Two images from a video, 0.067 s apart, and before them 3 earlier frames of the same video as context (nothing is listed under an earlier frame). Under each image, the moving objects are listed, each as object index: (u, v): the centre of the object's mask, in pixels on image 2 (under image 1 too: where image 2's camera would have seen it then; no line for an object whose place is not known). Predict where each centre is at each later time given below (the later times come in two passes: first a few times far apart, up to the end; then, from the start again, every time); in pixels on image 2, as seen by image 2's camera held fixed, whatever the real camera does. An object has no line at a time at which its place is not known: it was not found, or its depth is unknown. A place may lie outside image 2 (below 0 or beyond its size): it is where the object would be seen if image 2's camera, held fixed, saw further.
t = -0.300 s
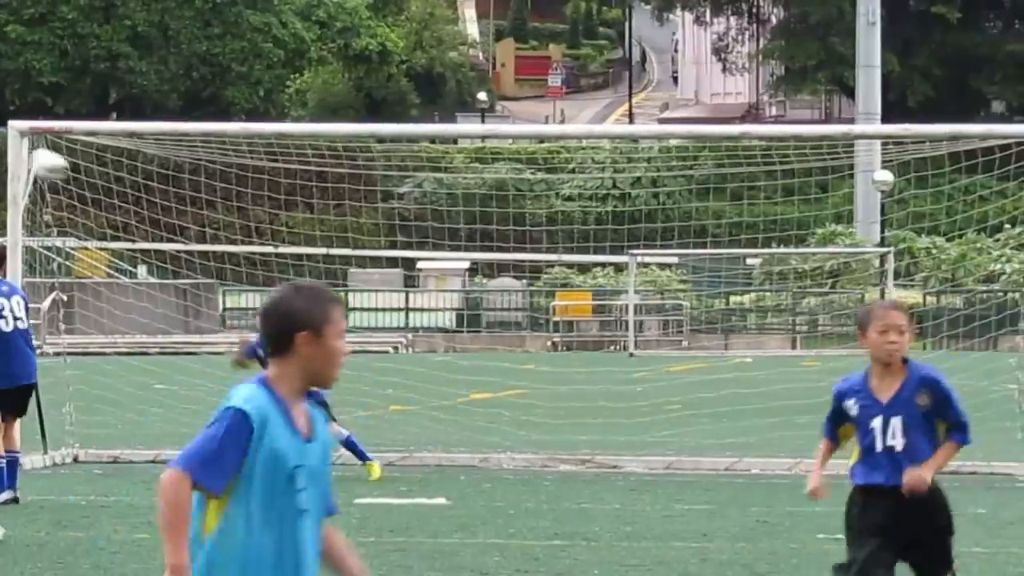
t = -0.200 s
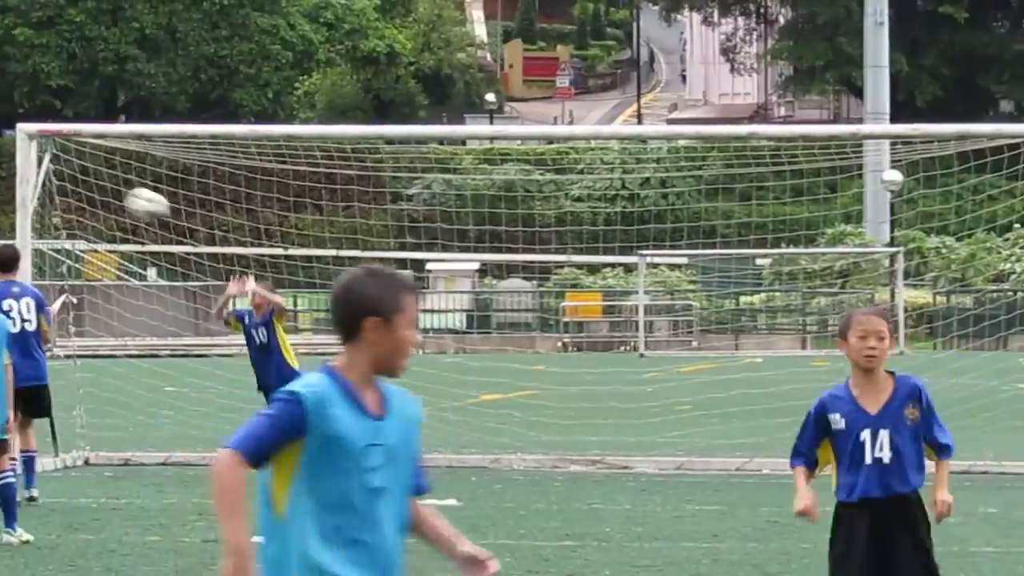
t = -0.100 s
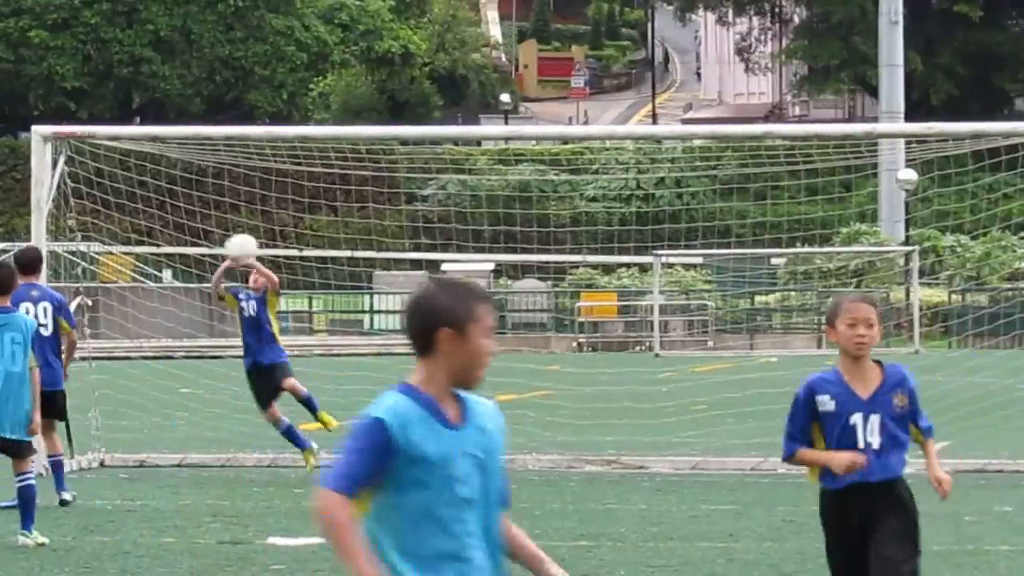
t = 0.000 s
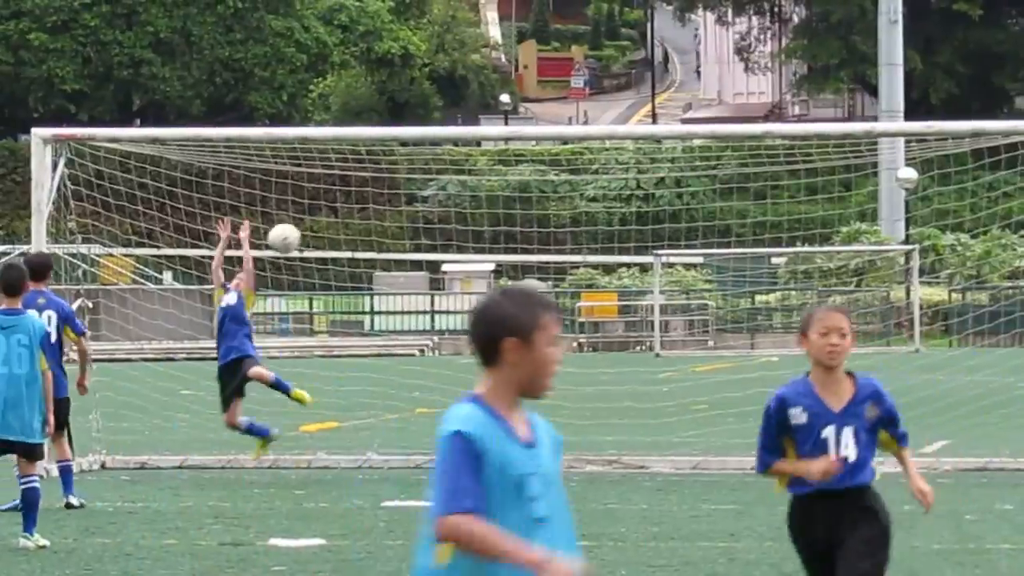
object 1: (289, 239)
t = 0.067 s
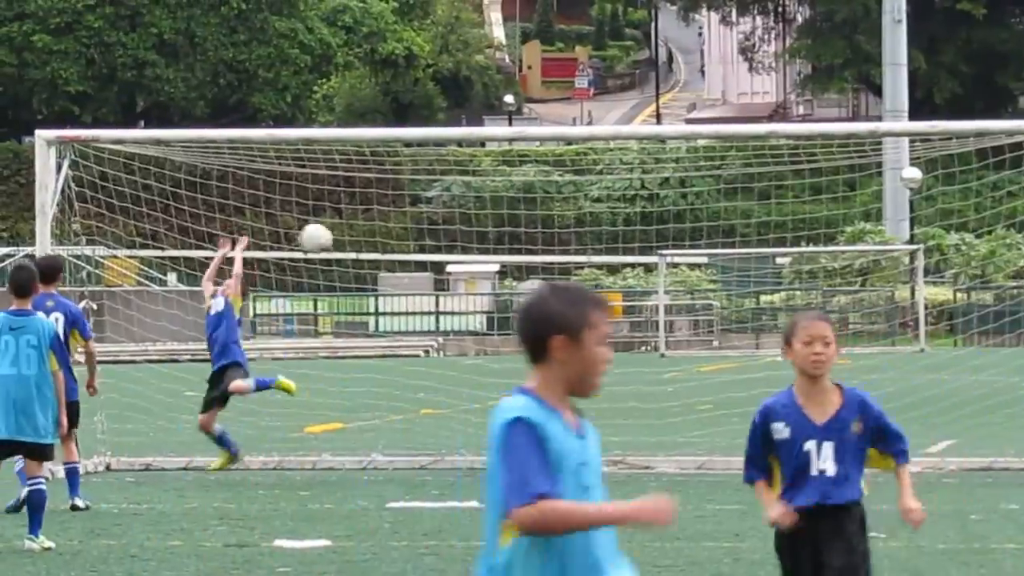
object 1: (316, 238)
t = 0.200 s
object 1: (365, 253)
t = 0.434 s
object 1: (415, 346)
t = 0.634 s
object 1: (426, 432)
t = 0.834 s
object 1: (387, 400)
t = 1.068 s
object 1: (341, 441)
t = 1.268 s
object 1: (327, 430)
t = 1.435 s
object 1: (322, 428)
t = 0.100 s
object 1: (328, 239)
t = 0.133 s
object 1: (341, 243)
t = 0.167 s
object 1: (353, 246)
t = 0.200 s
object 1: (365, 253)
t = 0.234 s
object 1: (372, 261)
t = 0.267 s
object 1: (379, 271)
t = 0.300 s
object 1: (387, 283)
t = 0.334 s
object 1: (394, 296)
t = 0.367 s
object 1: (401, 311)
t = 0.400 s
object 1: (408, 327)
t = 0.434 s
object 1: (415, 346)
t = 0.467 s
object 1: (419, 365)
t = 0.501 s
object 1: (424, 385)
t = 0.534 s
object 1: (428, 406)
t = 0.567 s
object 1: (431, 429)
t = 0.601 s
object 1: (431, 444)
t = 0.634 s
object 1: (426, 432)
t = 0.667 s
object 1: (420, 421)
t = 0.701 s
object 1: (414, 414)
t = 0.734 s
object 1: (407, 406)
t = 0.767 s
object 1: (400, 403)
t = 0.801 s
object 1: (394, 400)
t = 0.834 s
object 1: (387, 400)
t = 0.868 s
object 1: (380, 400)
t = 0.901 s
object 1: (374, 404)
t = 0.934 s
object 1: (367, 408)
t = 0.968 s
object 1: (361, 415)
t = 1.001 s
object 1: (354, 422)
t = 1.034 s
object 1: (348, 432)
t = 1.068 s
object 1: (341, 441)
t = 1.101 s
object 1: (334, 455)
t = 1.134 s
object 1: (331, 457)
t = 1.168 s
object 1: (330, 447)
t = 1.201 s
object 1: (329, 440)
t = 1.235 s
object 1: (328, 434)
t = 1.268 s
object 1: (327, 430)
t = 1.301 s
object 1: (327, 426)
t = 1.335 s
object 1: (325, 425)
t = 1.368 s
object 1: (324, 424)
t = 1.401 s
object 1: (323, 425)
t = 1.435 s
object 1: (322, 428)
